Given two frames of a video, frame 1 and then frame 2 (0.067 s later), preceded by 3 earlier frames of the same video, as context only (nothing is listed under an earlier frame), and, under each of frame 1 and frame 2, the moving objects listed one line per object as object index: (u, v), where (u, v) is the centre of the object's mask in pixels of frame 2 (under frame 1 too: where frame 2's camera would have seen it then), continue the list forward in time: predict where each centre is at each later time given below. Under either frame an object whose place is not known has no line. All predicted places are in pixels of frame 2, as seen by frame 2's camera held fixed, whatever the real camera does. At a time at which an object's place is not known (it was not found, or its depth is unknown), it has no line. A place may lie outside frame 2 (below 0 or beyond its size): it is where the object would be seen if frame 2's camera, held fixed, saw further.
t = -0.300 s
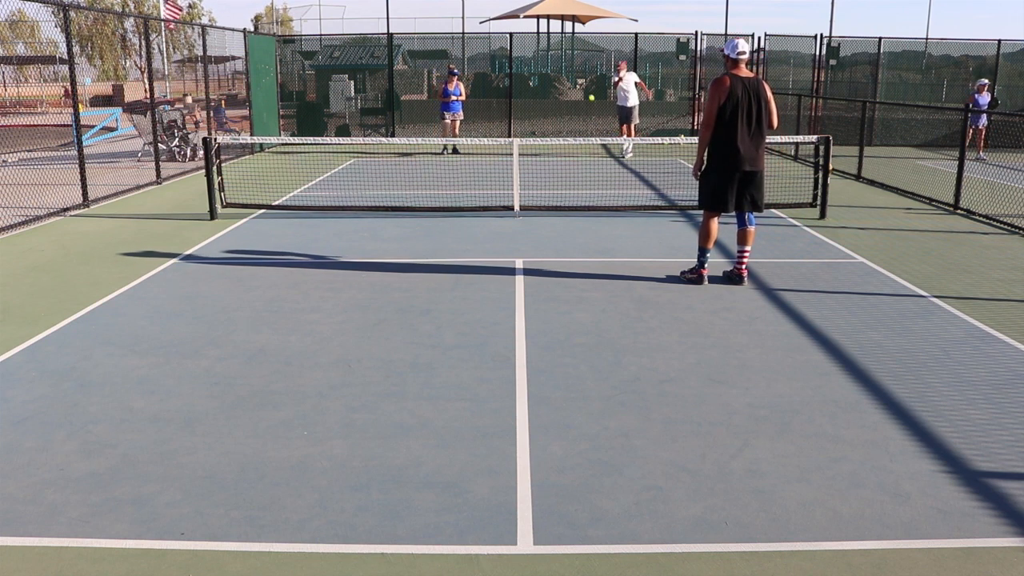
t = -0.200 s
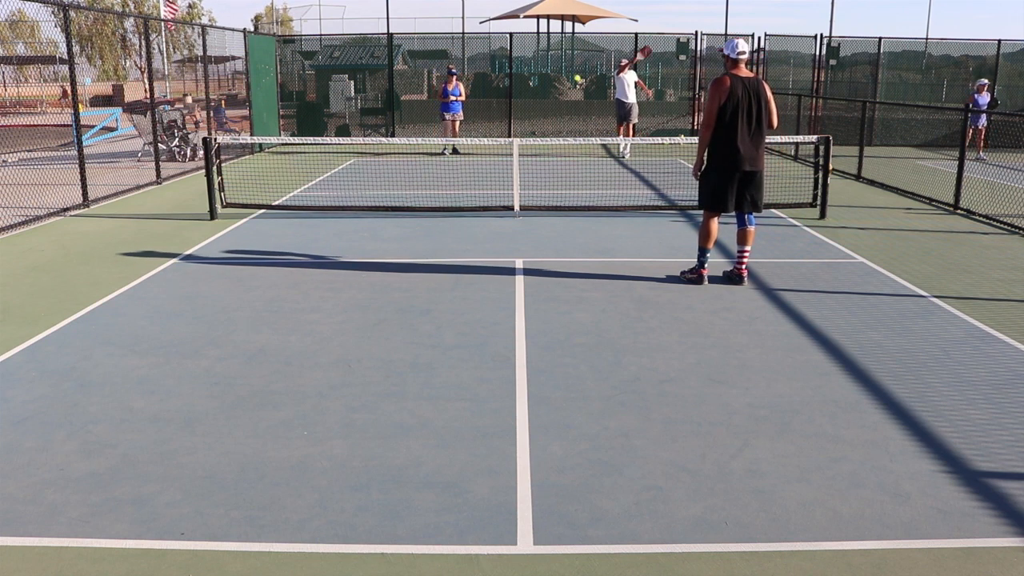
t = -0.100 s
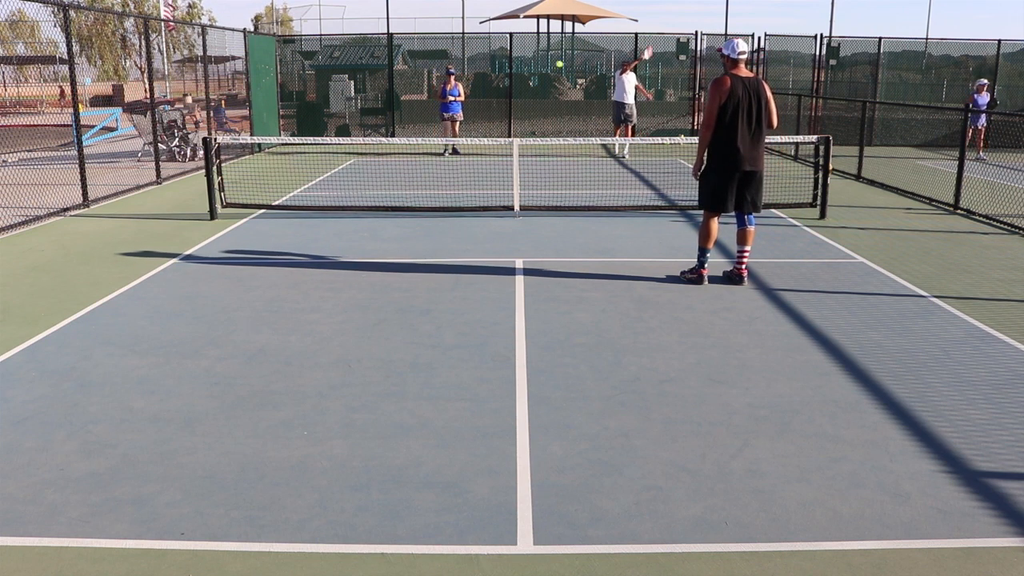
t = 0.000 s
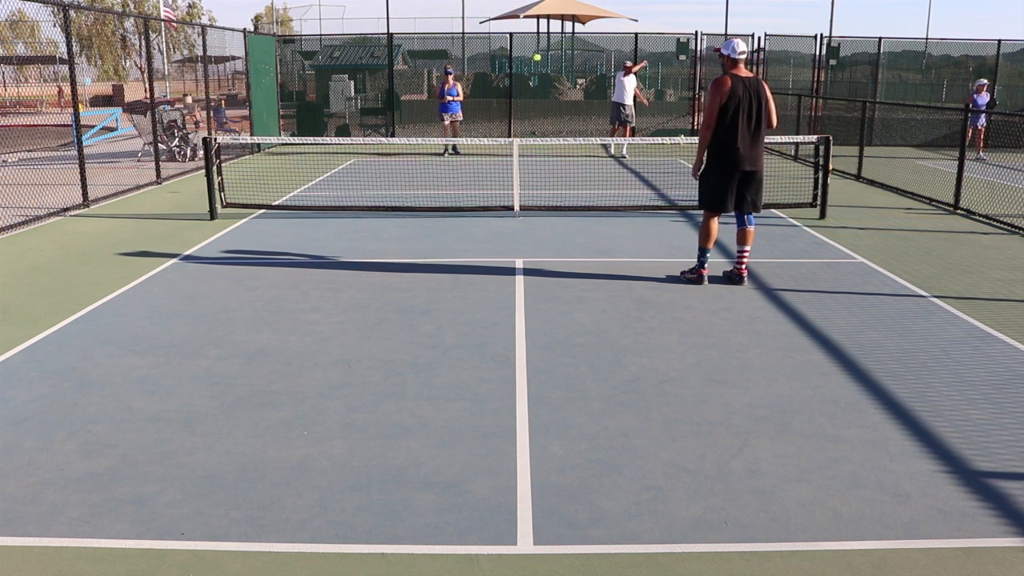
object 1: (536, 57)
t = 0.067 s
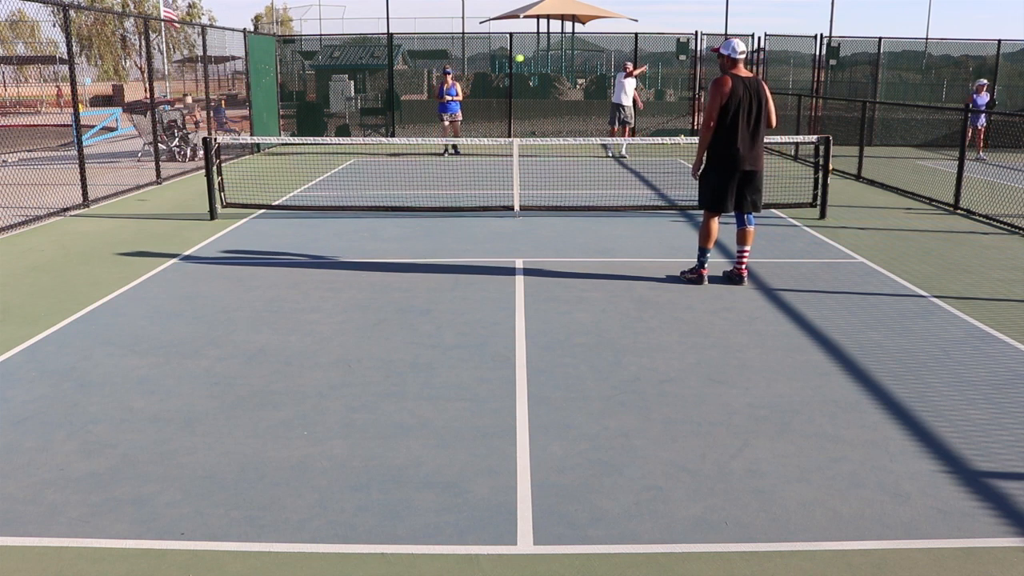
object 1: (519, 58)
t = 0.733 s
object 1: (204, 273)
